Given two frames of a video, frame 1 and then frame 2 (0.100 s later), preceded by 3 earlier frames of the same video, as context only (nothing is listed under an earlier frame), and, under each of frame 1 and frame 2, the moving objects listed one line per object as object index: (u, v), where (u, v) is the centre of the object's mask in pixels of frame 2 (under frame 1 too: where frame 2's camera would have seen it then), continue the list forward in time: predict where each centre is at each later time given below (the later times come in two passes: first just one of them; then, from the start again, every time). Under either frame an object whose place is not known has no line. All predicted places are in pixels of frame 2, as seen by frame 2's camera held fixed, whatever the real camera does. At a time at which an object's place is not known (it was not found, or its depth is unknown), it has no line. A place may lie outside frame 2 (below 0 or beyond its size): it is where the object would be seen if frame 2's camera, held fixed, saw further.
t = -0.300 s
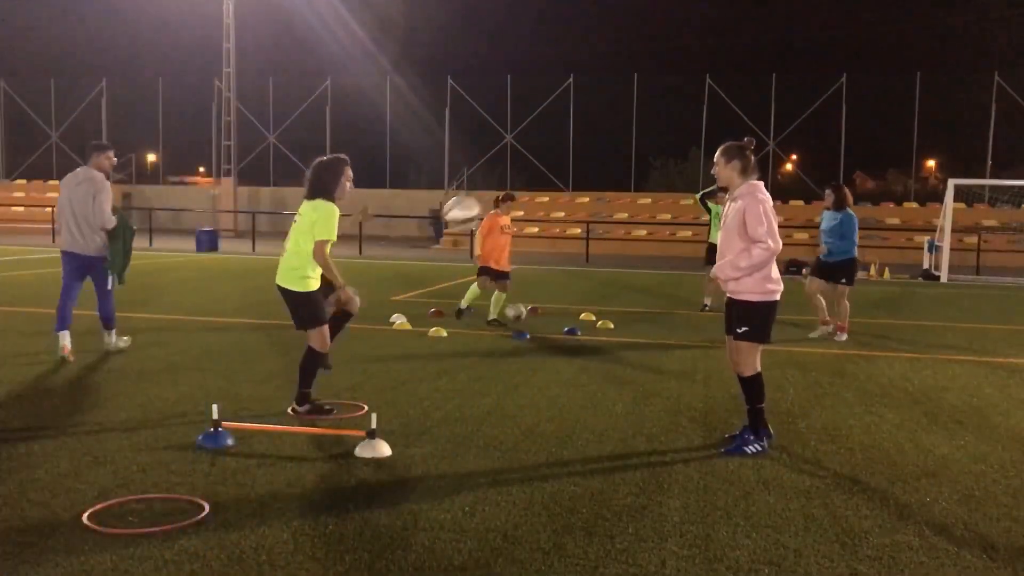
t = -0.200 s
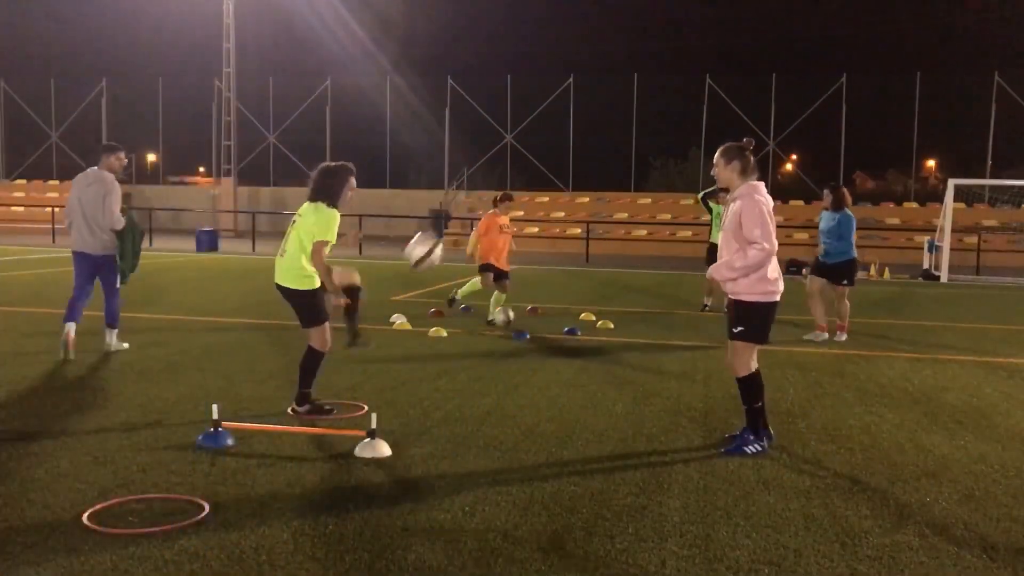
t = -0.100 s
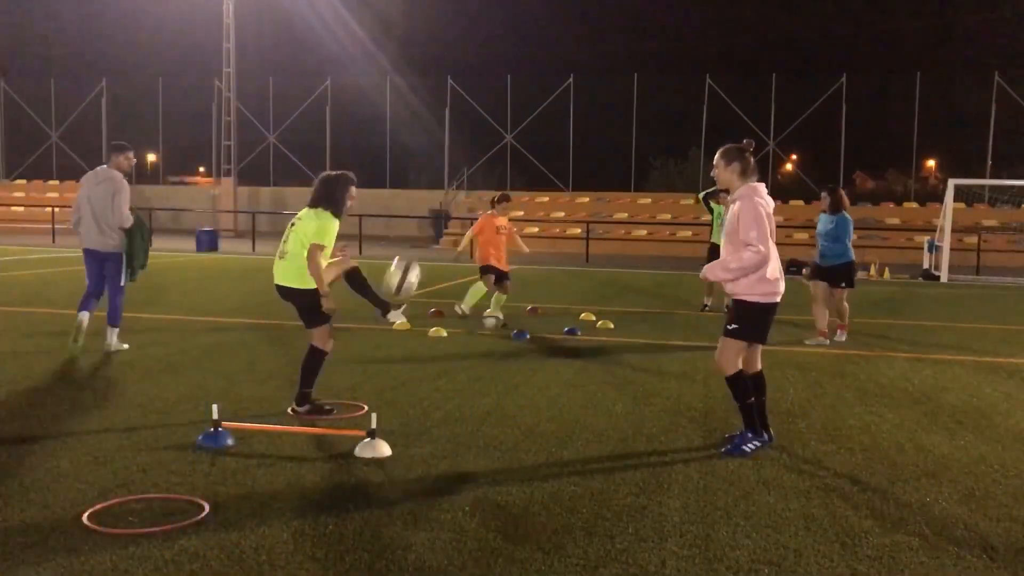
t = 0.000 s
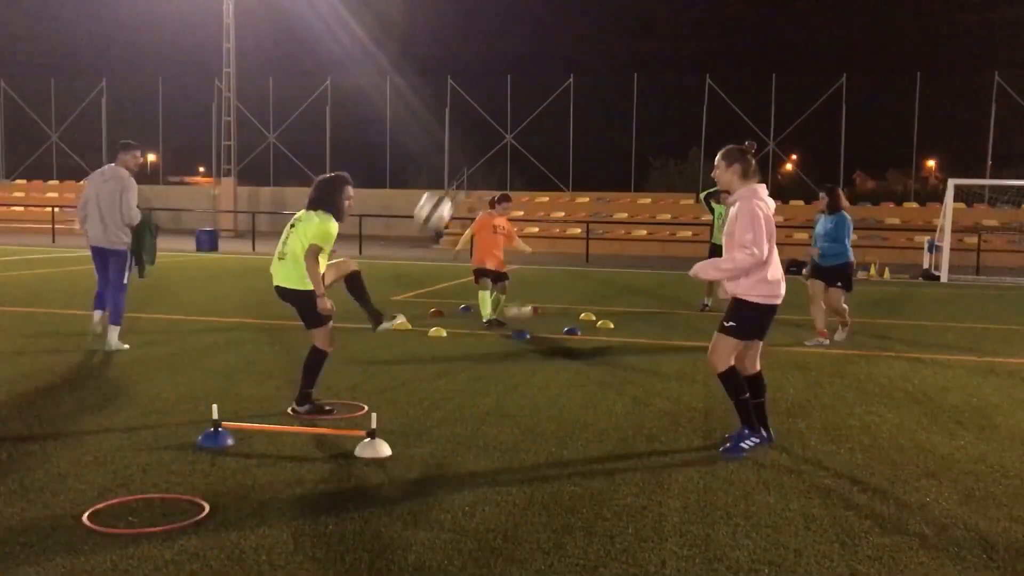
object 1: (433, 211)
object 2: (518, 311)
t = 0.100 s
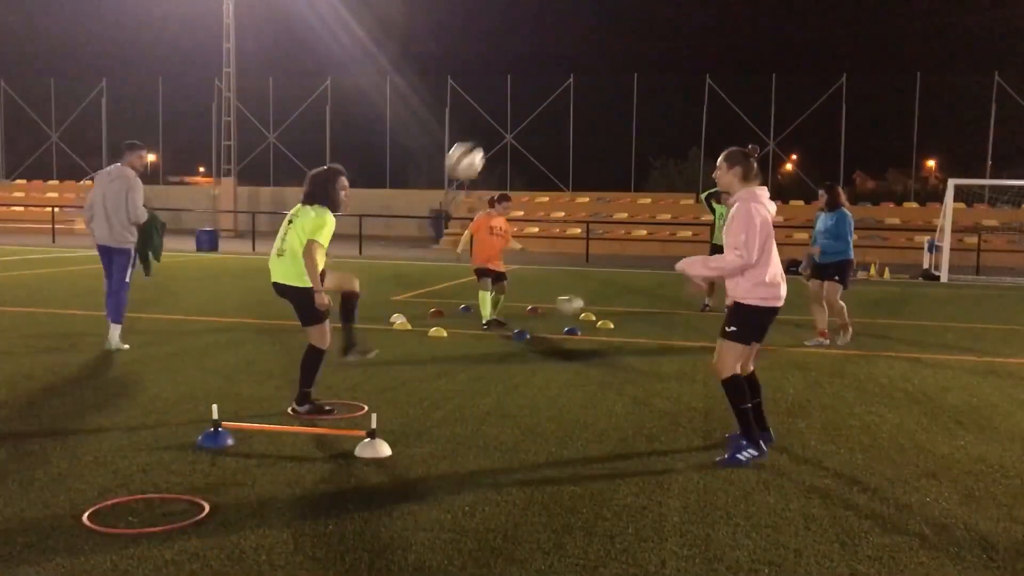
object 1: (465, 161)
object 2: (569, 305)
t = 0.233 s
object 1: (507, 116)
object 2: (641, 311)
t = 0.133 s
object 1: (475, 147)
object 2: (588, 305)
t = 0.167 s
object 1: (486, 135)
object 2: (605, 306)
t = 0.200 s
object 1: (496, 125)
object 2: (623, 308)
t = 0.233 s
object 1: (507, 116)
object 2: (641, 311)
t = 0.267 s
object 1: (518, 109)
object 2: (658, 315)
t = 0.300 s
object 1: (528, 105)
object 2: (676, 320)
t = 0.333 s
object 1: (538, 101)
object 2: (693, 327)
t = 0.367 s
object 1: (549, 100)
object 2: (711, 333)
